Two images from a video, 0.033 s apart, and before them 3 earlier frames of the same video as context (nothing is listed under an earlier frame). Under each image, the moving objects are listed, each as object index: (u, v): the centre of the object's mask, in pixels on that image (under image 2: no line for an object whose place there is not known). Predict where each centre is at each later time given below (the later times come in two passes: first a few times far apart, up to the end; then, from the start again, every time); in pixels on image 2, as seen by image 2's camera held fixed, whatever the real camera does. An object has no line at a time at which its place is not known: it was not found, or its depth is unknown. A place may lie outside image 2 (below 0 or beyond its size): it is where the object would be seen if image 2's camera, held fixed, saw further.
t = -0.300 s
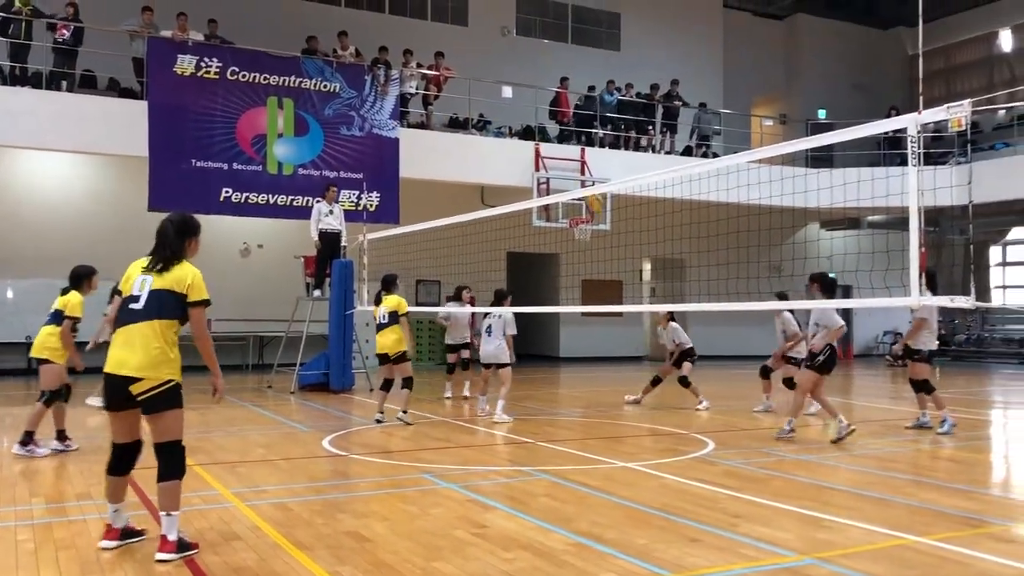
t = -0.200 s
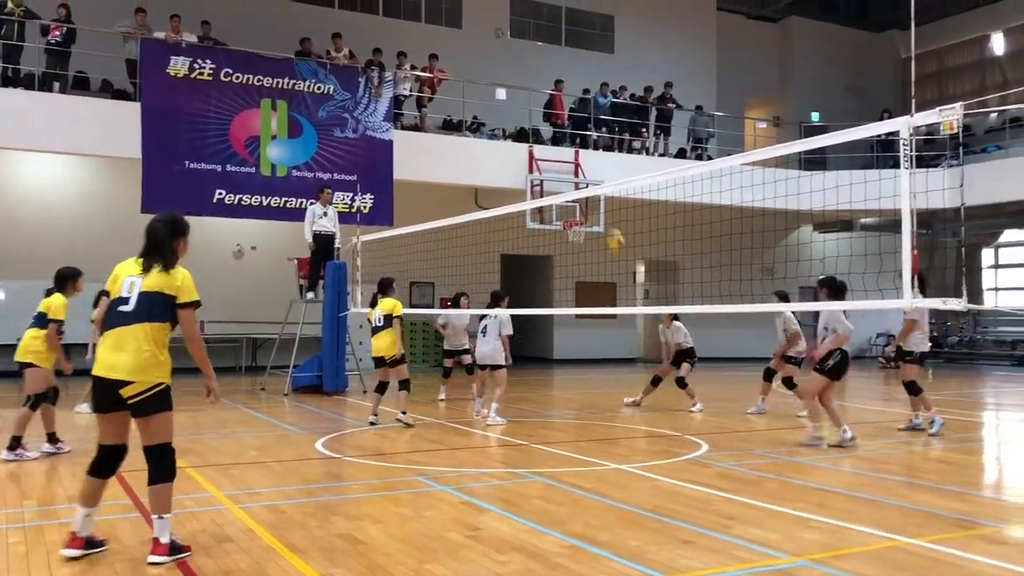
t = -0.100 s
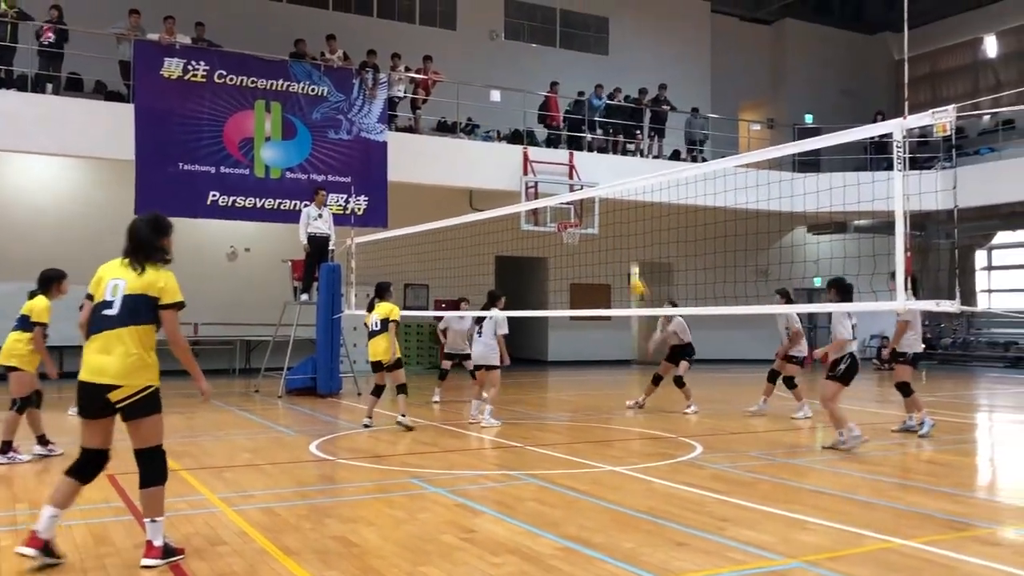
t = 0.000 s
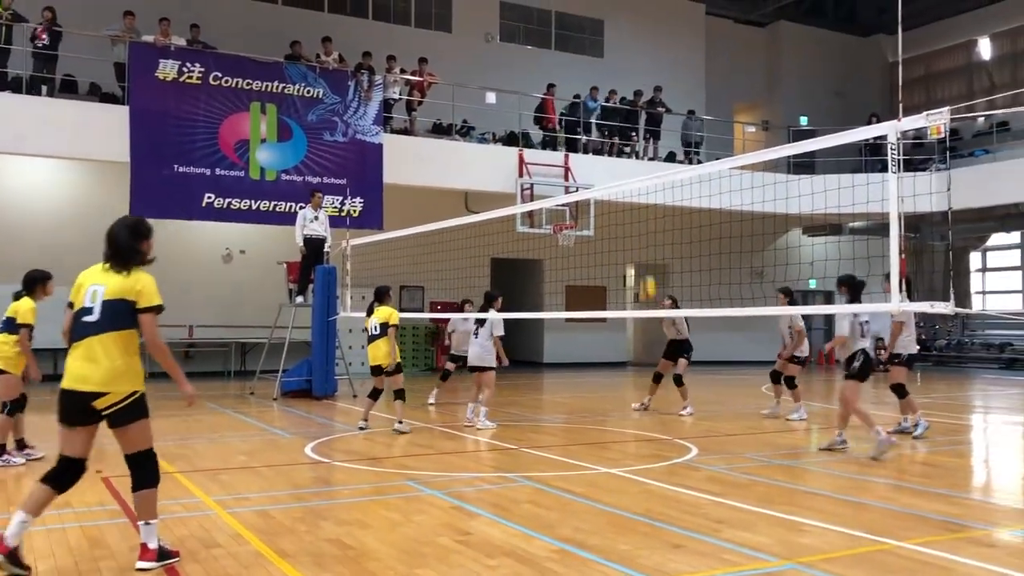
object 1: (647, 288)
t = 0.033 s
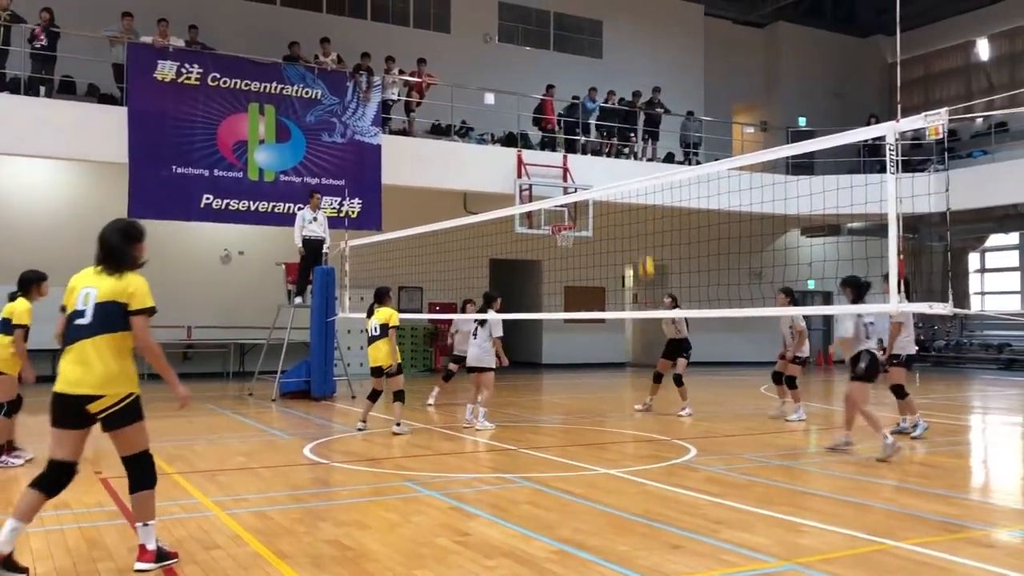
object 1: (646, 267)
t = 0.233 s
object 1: (641, 159)
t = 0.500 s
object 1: (634, 66)
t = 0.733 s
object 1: (628, 28)
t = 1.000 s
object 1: (622, 40)
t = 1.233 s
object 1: (615, 103)
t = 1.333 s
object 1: (612, 142)
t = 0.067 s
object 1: (645, 245)
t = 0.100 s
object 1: (645, 226)
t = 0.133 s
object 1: (644, 212)
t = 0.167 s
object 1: (644, 195)
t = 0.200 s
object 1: (641, 173)
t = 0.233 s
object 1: (641, 159)
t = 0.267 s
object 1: (641, 147)
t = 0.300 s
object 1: (639, 132)
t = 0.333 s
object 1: (638, 118)
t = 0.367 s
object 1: (637, 106)
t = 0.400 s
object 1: (637, 95)
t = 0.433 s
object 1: (636, 85)
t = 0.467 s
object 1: (634, 74)
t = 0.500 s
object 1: (634, 66)
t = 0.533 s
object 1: (632, 58)
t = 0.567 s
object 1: (632, 50)
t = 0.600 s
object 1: (631, 44)
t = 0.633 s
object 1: (631, 39)
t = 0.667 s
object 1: (630, 34)
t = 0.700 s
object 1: (629, 31)
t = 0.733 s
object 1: (628, 28)
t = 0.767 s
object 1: (628, 27)
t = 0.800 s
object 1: (627, 26)
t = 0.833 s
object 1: (626, 26)
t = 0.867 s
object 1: (625, 27)
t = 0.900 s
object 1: (624, 28)
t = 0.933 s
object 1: (624, 32)
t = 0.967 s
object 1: (623, 35)
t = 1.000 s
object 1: (622, 40)
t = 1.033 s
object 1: (621, 46)
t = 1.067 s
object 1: (620, 52)
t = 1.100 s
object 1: (619, 61)
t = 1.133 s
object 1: (618, 69)
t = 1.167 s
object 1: (618, 79)
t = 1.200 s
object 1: (617, 90)
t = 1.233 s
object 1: (615, 103)
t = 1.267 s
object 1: (614, 113)
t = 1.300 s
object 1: (613, 128)
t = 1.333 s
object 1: (612, 142)
